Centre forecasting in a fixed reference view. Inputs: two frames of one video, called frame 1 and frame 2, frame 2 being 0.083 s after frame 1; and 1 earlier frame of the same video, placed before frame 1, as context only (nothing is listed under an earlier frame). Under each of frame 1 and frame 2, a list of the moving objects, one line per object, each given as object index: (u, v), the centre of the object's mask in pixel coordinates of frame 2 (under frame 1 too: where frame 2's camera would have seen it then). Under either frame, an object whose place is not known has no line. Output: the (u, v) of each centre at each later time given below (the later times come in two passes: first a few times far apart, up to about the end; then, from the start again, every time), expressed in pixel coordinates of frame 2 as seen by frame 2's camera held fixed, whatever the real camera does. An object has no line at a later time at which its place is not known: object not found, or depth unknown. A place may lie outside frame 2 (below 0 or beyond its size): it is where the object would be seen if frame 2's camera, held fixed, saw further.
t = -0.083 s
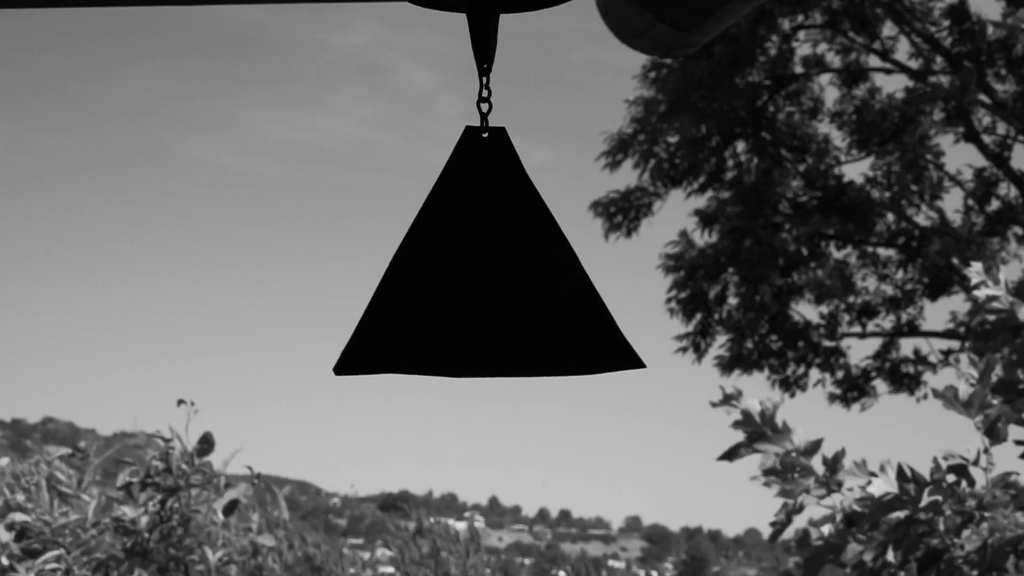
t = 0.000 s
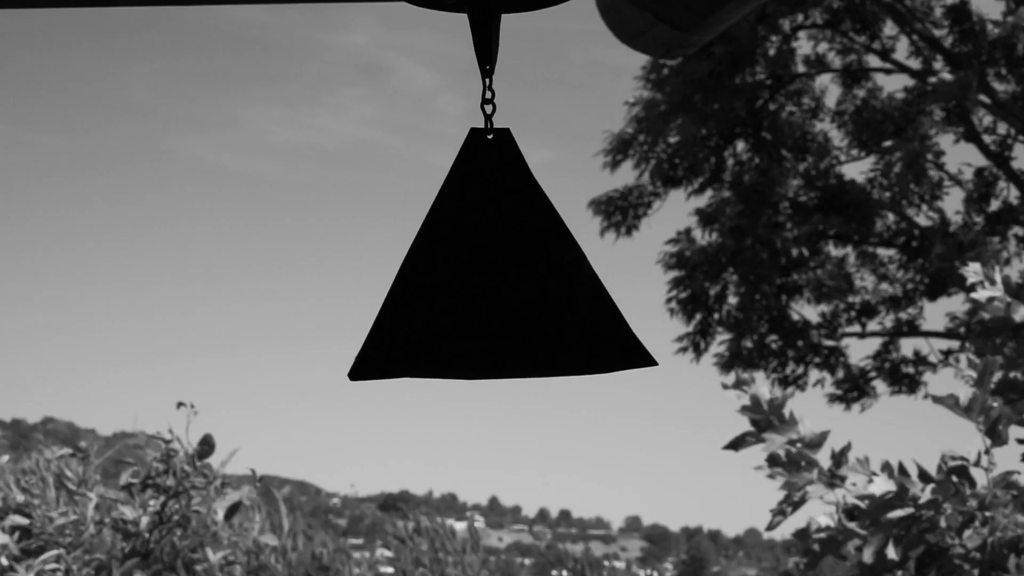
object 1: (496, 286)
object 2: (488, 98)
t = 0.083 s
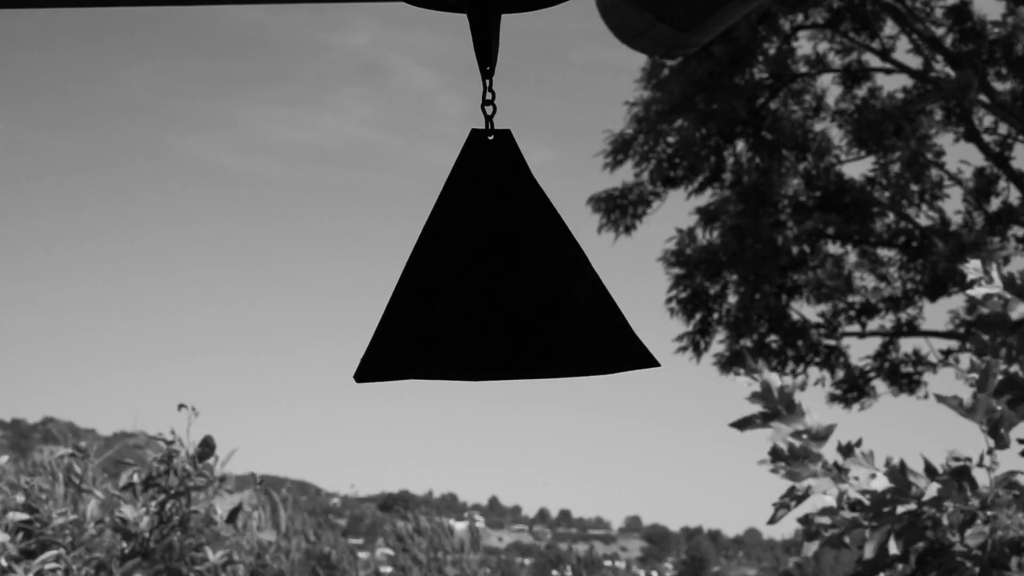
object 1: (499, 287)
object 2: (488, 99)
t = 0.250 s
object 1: (482, 289)
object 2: (481, 99)
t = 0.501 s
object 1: (458, 286)
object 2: (478, 99)
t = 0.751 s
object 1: (498, 292)
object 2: (491, 101)
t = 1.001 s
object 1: (497, 290)
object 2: (490, 100)
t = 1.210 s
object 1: (454, 279)
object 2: (471, 95)
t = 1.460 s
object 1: (460, 284)
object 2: (474, 97)
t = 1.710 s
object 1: (503, 294)
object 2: (491, 104)
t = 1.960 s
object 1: (475, 293)
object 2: (483, 102)
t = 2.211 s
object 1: (458, 285)
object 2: (475, 100)
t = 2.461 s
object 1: (510, 286)
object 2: (491, 99)
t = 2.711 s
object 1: (541, 283)
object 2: (504, 99)
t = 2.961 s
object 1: (502, 286)
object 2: (500, 99)
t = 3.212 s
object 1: (490, 277)
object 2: (486, 97)
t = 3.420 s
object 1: (471, 276)
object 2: (482, 92)
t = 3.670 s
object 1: (480, 223)
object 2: (471, 83)
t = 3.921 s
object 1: (522, 284)
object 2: (505, 92)
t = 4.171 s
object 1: (471, 302)
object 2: (487, 121)
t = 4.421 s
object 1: (373, 266)
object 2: (436, 98)
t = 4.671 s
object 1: (445, 255)
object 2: (450, 82)
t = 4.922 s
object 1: (475, 290)
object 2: (485, 99)
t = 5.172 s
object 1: (529, 296)
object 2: (518, 107)
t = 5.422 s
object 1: (578, 258)
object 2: (526, 102)
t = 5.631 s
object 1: (429, 296)
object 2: (458, 107)
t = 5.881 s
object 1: (357, 281)
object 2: (419, 100)
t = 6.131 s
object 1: (535, 268)
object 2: (499, 84)
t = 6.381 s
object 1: (558, 288)
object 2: (531, 105)
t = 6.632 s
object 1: (461, 303)
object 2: (484, 116)
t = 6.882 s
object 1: (468, 287)
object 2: (465, 107)
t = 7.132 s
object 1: (488, 263)
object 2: (468, 81)
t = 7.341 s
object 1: (462, 277)
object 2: (483, 92)
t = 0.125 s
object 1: (497, 288)
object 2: (487, 99)
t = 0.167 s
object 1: (493, 288)
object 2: (485, 100)
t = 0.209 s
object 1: (488, 289)
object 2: (483, 100)
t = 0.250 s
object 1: (482, 289)
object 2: (481, 99)
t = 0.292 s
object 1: (475, 288)
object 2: (479, 100)
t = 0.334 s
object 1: (469, 288)
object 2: (477, 99)
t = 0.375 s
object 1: (464, 287)
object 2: (477, 100)
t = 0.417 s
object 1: (460, 286)
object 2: (476, 99)
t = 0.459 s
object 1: (458, 286)
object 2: (476, 99)
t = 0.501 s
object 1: (458, 286)
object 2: (478, 99)
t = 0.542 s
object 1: (461, 287)
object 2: (480, 99)
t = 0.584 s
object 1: (467, 288)
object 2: (482, 100)
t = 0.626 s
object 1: (474, 289)
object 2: (484, 100)
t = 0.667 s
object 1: (482, 290)
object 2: (486, 100)
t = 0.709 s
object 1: (490, 291)
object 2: (489, 101)
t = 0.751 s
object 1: (498, 292)
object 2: (491, 101)
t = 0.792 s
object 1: (504, 292)
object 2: (493, 101)
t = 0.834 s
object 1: (507, 292)
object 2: (494, 101)
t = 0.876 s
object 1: (508, 292)
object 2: (494, 101)
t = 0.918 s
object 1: (507, 292)
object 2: (494, 101)
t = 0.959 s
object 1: (503, 291)
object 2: (493, 100)
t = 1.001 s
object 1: (497, 290)
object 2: (490, 100)
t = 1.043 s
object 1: (489, 288)
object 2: (487, 99)
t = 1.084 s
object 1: (480, 286)
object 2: (483, 98)
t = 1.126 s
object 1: (471, 284)
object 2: (479, 97)
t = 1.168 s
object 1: (462, 281)
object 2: (474, 96)
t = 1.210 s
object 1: (454, 279)
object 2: (471, 95)
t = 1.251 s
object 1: (449, 277)
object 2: (468, 94)
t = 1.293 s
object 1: (446, 277)
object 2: (466, 94)
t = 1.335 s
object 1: (445, 277)
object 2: (467, 94)
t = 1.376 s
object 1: (448, 279)
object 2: (468, 94)
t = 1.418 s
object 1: (452, 281)
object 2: (470, 95)
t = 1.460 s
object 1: (460, 284)
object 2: (474, 97)
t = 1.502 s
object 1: (468, 287)
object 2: (477, 98)
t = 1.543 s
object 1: (478, 290)
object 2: (481, 99)
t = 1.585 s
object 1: (487, 291)
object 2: (485, 100)
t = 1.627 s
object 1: (494, 293)
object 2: (487, 101)
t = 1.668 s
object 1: (500, 294)
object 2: (490, 103)
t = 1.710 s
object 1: (503, 294)
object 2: (491, 104)
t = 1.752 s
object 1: (503, 294)
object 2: (492, 104)
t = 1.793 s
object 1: (501, 295)
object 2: (491, 104)
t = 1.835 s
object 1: (496, 295)
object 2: (490, 104)
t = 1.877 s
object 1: (490, 295)
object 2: (488, 103)
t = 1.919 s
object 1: (482, 294)
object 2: (486, 102)
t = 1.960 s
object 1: (475, 293)
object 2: (483, 102)
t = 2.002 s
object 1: (467, 291)
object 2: (480, 101)
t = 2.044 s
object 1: (461, 289)
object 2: (478, 101)
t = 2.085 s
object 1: (457, 288)
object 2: (476, 101)
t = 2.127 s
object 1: (455, 286)
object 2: (475, 99)
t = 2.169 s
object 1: (455, 286)
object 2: (474, 100)
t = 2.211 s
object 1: (458, 285)
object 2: (475, 100)
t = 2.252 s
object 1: (464, 285)
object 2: (476, 100)
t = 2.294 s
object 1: (471, 285)
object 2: (479, 100)
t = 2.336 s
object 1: (480, 285)
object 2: (482, 99)
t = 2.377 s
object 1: (490, 286)
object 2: (485, 99)
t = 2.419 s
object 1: (500, 286)
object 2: (488, 99)
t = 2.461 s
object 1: (510, 286)
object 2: (491, 99)
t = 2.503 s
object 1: (518, 285)
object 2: (493, 99)
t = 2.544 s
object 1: (526, 285)
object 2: (496, 100)
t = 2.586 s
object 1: (532, 284)
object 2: (498, 100)
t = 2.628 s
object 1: (538, 283)
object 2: (500, 100)
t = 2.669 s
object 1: (541, 283)
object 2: (502, 100)
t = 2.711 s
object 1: (541, 283)
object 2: (504, 99)
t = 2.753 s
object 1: (539, 283)
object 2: (505, 99)
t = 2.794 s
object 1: (535, 284)
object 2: (506, 97)
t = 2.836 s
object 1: (528, 284)
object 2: (506, 98)
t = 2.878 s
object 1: (520, 285)
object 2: (505, 98)
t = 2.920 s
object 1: (511, 286)
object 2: (503, 99)
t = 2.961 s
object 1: (502, 286)
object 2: (500, 99)
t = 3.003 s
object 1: (496, 286)
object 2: (496, 98)
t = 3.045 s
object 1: (492, 285)
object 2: (493, 99)
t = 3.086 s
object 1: (491, 283)
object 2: (490, 99)
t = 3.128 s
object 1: (490, 280)
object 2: (487, 99)
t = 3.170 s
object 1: (490, 278)
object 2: (486, 98)
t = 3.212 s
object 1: (490, 277)
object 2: (486, 97)
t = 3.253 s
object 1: (488, 277)
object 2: (486, 96)
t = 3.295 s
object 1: (484, 277)
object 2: (486, 95)
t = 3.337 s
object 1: (480, 278)
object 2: (485, 94)
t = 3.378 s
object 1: (476, 278)
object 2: (484, 93)
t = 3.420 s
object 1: (471, 276)
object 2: (482, 92)
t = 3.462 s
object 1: (466, 272)
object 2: (478, 92)
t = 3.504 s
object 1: (463, 264)
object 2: (474, 90)
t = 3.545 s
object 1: (462, 252)
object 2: (471, 87)
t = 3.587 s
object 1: (466, 239)
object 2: (469, 86)
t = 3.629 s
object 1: (472, 227)
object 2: (469, 83)
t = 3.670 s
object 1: (480, 223)
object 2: (471, 83)
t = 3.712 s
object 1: (491, 225)
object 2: (477, 83)
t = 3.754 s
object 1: (503, 233)
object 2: (484, 82)
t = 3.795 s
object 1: (514, 245)
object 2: (492, 83)
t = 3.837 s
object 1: (521, 259)
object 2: (498, 87)
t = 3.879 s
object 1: (524, 273)
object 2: (501, 87)
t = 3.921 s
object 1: (522, 284)
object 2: (505, 92)
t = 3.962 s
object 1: (516, 293)
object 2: (507, 96)
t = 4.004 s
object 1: (508, 297)
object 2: (506, 103)
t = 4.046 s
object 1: (499, 299)
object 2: (502, 108)
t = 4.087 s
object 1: (490, 301)
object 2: (497, 113)
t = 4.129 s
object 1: (481, 301)
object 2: (492, 119)
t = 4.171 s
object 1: (471, 302)
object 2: (487, 121)
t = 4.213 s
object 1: (460, 311)
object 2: (483, 121)
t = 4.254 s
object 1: (444, 303)
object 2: (475, 117)
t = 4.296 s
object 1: (423, 298)
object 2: (468, 111)
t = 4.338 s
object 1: (401, 290)
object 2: (458, 105)
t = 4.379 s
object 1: (383, 279)
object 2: (447, 102)
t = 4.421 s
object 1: (373, 266)
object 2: (436, 98)
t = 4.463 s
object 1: (371, 252)
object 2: (432, 92)
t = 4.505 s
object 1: (378, 240)
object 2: (431, 89)
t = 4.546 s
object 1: (391, 234)
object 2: (433, 87)
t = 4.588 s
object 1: (408, 237)
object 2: (438, 87)
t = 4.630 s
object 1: (427, 245)
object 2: (444, 85)
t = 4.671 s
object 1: (445, 255)
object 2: (450, 82)
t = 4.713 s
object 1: (460, 265)
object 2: (458, 81)
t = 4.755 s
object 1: (471, 273)
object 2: (466, 80)
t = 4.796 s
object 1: (476, 278)
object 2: (472, 80)
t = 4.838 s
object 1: (478, 283)
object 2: (478, 91)
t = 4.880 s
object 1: (477, 287)
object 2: (483, 96)
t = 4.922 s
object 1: (475, 290)
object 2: (485, 99)
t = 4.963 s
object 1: (474, 294)
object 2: (486, 103)
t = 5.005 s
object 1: (477, 293)
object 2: (488, 105)
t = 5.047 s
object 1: (487, 298)
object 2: (492, 108)
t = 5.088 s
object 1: (498, 298)
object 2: (498, 108)
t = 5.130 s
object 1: (512, 298)
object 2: (508, 109)
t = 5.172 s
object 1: (529, 296)
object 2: (518, 107)
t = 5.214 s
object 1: (549, 293)
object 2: (528, 106)
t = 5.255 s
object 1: (569, 286)
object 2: (536, 103)
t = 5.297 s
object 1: (585, 278)
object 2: (543, 100)
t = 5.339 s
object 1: (592, 267)
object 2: (544, 97)
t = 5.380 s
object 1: (589, 260)
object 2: (537, 99)
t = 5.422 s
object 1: (578, 258)
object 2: (526, 102)
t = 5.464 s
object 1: (559, 265)
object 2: (514, 105)
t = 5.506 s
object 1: (532, 277)
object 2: (500, 105)
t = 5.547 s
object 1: (500, 288)
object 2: (486, 105)
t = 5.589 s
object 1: (464, 295)
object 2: (472, 107)
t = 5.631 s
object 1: (429, 296)
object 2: (458, 107)
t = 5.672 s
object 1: (398, 292)
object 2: (445, 106)
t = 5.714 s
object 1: (373, 286)
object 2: (435, 105)
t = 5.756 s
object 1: (355, 280)
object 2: (427, 102)
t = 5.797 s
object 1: (346, 278)
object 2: (420, 100)
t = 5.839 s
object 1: (346, 279)
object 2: (417, 101)
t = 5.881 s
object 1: (357, 281)
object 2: (419, 100)
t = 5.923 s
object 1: (376, 283)
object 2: (423, 99)
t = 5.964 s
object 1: (404, 283)
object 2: (432, 97)
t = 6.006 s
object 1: (437, 282)
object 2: (444, 95)
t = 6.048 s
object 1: (472, 278)
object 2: (461, 92)
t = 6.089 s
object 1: (505, 273)
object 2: (480, 87)
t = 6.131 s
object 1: (535, 268)
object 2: (499, 84)
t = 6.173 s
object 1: (559, 264)
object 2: (515, 82)
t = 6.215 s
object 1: (575, 262)
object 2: (525, 89)
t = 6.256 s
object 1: (583, 263)
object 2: (529, 93)
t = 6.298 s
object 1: (583, 269)
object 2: (532, 97)
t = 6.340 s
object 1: (573, 277)
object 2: (533, 101)
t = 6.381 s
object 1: (558, 288)
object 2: (531, 105)
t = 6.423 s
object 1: (538, 296)
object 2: (526, 110)
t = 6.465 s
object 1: (517, 301)
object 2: (520, 112)
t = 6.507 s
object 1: (498, 302)
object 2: (513, 113)
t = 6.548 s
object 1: (482, 302)
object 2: (503, 115)
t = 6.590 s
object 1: (469, 302)
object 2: (493, 116)
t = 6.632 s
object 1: (461, 303)
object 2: (484, 116)
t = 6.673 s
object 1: (456, 303)
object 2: (477, 116)
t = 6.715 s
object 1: (454, 303)
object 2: (471, 116)
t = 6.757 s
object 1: (455, 302)
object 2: (467, 115)
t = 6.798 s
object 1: (458, 298)
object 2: (465, 114)
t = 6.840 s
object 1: (463, 293)
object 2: (464, 111)
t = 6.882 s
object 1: (468, 287)
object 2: (465, 107)
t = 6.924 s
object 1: (474, 281)
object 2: (466, 101)
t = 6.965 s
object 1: (479, 276)
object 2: (468, 95)
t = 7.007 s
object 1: (485, 271)
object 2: (469, 90)
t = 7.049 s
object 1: (488, 267)
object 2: (468, 85)
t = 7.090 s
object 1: (489, 264)
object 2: (468, 81)
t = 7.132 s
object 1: (488, 263)
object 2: (468, 81)
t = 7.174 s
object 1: (484, 263)
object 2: (468, 82)
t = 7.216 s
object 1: (479, 265)
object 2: (470, 84)
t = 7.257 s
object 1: (472, 268)
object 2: (473, 86)
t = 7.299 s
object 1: (466, 272)
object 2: (477, 89)
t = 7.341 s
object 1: (462, 277)
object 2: (483, 92)
